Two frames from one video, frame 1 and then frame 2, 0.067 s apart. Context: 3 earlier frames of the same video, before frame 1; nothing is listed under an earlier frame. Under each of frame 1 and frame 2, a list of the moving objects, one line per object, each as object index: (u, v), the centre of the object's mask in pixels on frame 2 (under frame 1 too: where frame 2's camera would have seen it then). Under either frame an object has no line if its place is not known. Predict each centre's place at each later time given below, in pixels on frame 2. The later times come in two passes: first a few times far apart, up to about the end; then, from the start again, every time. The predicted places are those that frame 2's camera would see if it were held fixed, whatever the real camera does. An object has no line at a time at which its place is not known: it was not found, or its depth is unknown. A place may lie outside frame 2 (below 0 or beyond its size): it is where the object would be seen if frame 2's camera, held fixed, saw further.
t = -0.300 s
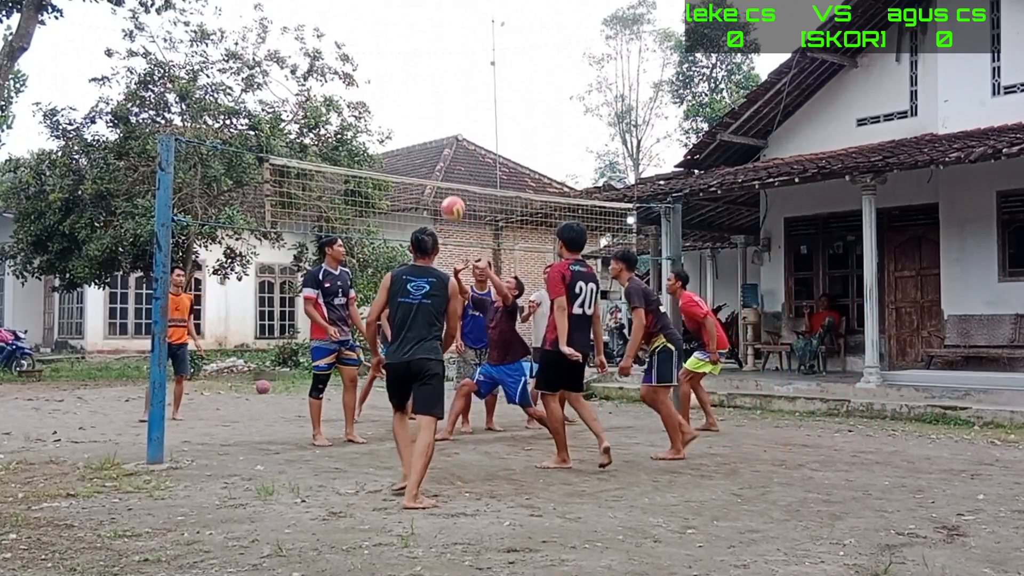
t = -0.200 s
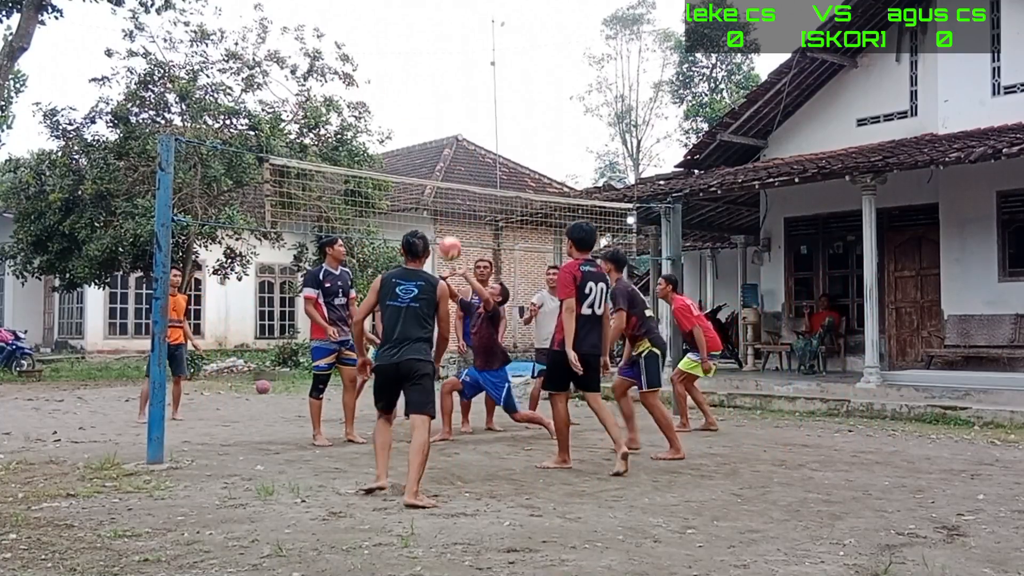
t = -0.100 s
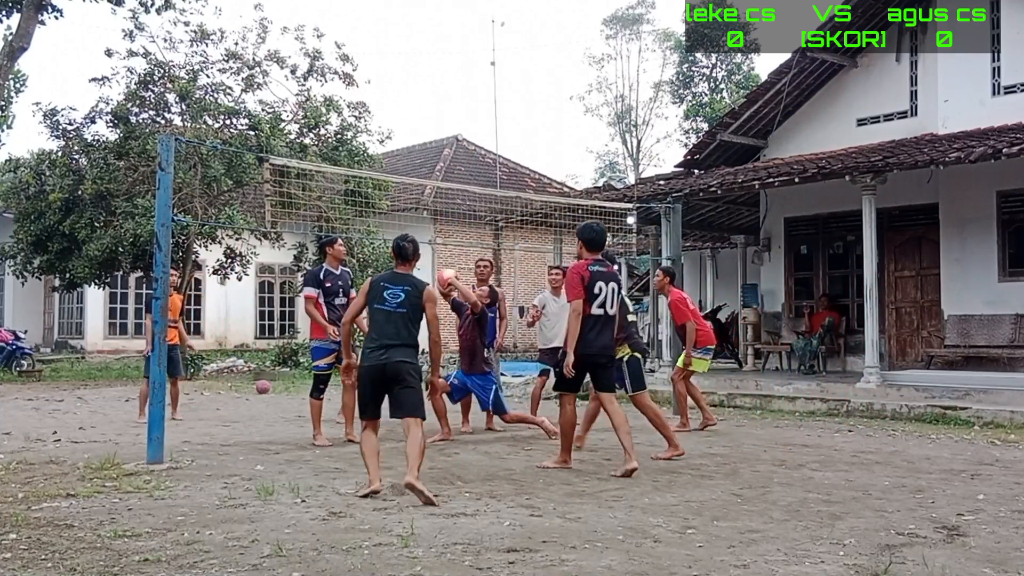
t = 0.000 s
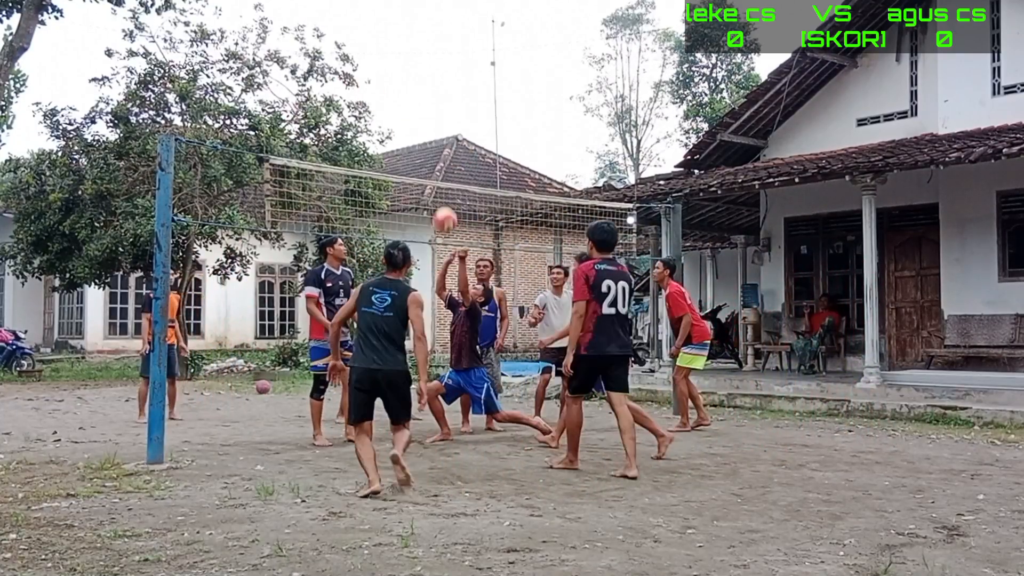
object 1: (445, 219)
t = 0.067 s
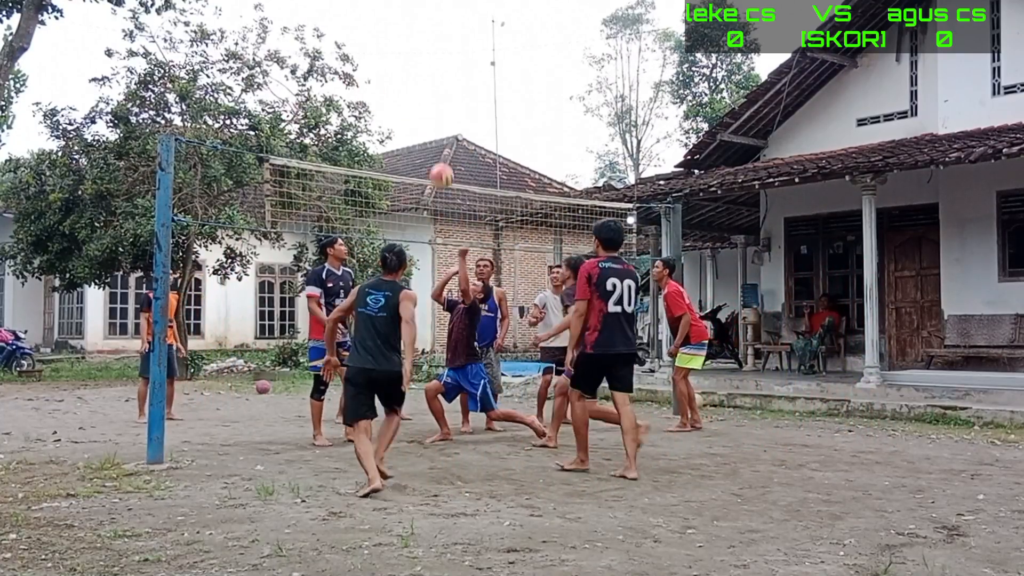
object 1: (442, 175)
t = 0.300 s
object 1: (430, 60)
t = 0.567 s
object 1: (418, 6)
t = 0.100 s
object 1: (440, 155)
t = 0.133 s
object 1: (439, 139)
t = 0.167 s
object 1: (436, 120)
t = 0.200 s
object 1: (435, 103)
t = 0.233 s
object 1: (433, 87)
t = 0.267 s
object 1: (431, 73)
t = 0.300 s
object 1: (430, 60)
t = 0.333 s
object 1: (429, 48)
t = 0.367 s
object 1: (427, 38)
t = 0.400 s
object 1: (426, 28)
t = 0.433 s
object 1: (424, 20)
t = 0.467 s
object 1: (423, 13)
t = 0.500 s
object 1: (421, 9)
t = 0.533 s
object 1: (420, 7)
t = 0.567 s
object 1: (418, 6)
